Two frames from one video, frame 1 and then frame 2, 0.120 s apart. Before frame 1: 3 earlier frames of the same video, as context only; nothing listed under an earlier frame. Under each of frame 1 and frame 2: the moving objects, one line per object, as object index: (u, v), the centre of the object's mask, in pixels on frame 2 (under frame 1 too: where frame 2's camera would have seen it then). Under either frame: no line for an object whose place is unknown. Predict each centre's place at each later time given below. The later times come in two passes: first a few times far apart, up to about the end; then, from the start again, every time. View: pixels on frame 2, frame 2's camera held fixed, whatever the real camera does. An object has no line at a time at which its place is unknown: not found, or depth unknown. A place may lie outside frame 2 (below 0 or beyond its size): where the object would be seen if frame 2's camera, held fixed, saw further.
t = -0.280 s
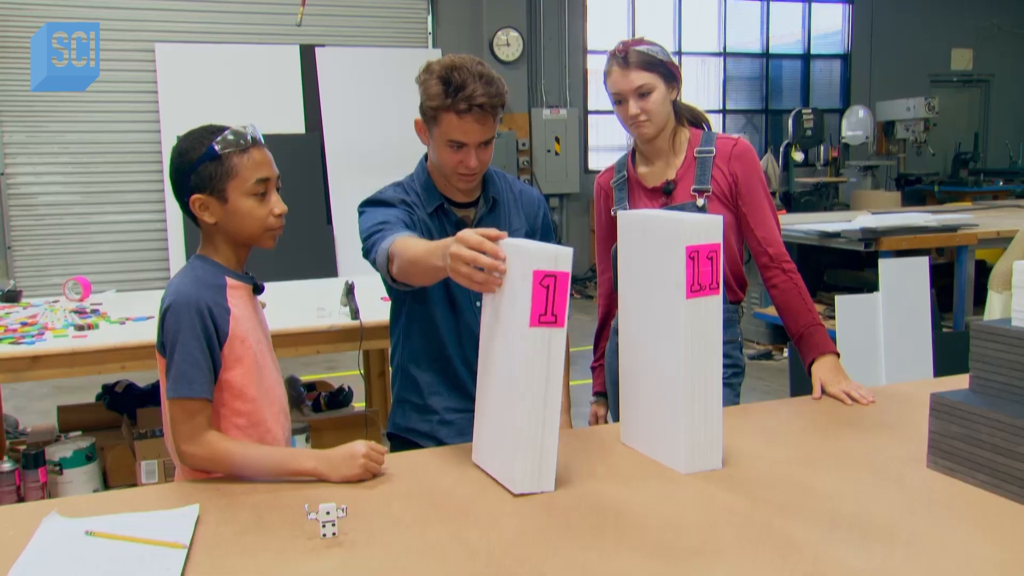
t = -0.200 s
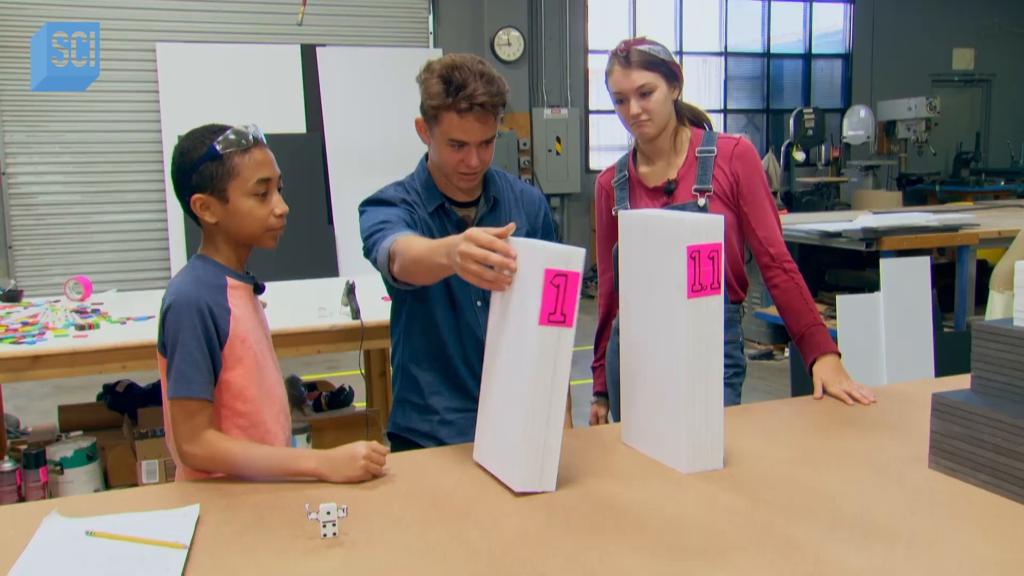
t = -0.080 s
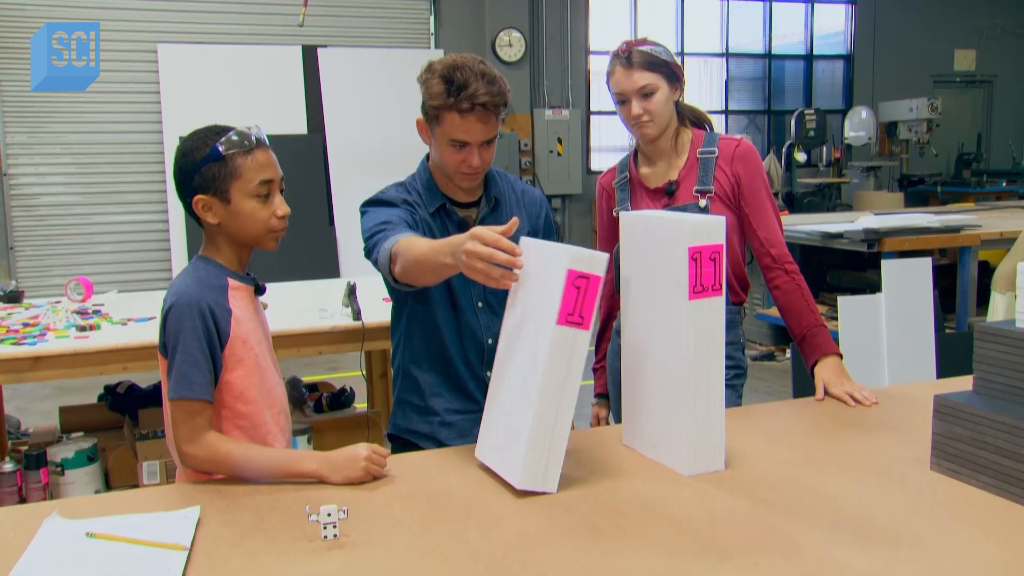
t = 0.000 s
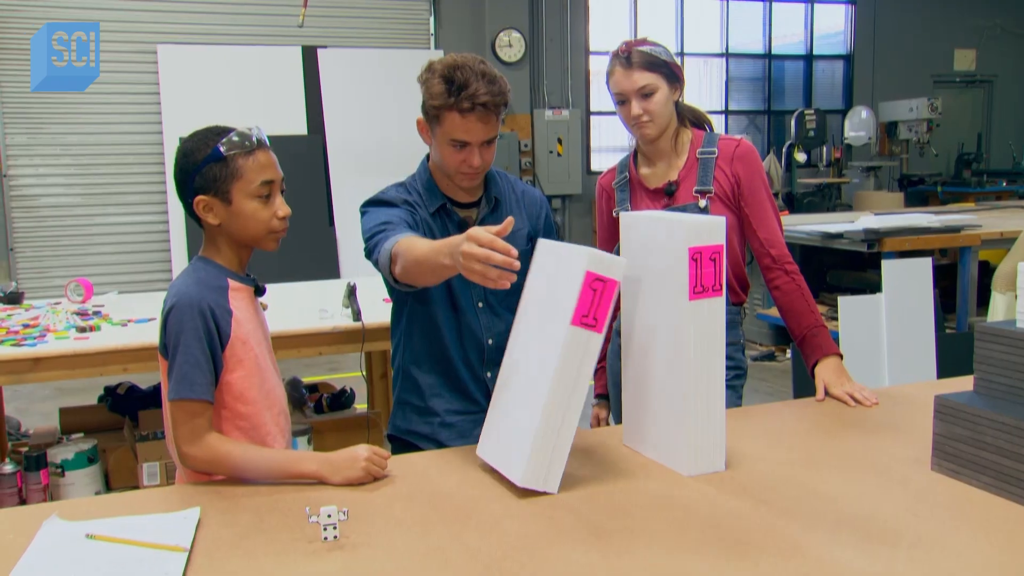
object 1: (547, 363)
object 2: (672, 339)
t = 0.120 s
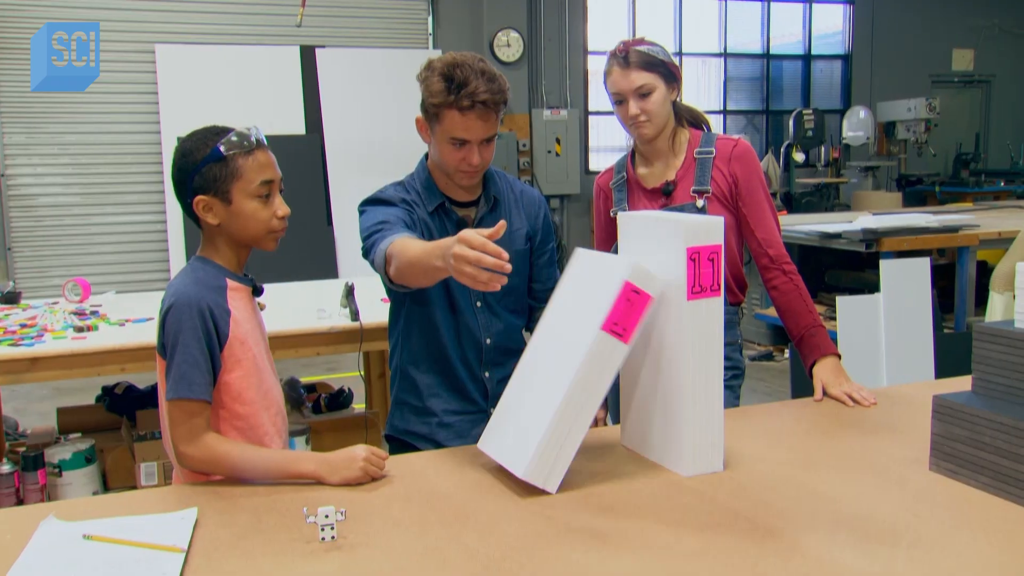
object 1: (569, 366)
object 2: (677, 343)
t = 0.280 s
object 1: (588, 376)
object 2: (694, 338)
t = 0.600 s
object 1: (617, 419)
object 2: (801, 378)
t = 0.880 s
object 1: (621, 425)
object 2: (825, 419)
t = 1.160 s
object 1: (621, 425)
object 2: (825, 419)
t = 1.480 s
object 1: (621, 425)
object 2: (825, 419)
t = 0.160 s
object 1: (576, 369)
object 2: (679, 343)
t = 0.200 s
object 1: (578, 370)
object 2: (684, 342)
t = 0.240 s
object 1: (583, 373)
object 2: (688, 340)
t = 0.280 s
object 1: (588, 376)
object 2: (694, 338)
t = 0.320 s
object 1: (592, 379)
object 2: (701, 335)
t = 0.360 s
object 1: (595, 384)
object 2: (709, 333)
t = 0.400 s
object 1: (598, 388)
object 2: (720, 330)
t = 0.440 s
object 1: (603, 393)
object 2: (734, 329)
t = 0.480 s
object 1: (607, 400)
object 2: (750, 330)
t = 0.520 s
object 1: (611, 406)
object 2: (766, 340)
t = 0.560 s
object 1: (615, 413)
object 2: (784, 354)
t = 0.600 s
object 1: (617, 419)
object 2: (801, 378)
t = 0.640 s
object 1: (619, 422)
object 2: (816, 412)
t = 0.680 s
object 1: (620, 423)
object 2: (818, 421)
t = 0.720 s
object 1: (620, 424)
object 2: (821, 420)
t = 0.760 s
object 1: (621, 425)
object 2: (824, 419)
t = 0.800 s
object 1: (621, 425)
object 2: (825, 419)
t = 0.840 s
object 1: (621, 425)
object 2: (825, 419)
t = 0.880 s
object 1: (621, 425)
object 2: (825, 419)
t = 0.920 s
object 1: (621, 425)
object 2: (825, 419)
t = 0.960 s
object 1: (621, 425)
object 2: (825, 419)
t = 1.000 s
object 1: (621, 425)
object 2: (825, 419)
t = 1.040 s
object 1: (621, 425)
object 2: (825, 419)
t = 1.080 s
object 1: (621, 425)
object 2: (825, 419)
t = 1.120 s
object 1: (621, 425)
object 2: (825, 419)
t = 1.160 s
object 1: (621, 425)
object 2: (825, 419)
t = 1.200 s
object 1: (620, 425)
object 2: (825, 419)
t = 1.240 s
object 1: (620, 425)
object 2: (825, 419)
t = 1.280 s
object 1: (621, 425)
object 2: (825, 419)
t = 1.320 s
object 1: (621, 425)
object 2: (825, 419)
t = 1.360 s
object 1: (621, 425)
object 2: (825, 419)
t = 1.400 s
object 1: (621, 425)
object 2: (825, 419)
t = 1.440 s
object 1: (621, 425)
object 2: (825, 419)
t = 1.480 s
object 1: (621, 425)
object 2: (825, 419)
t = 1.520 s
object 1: (621, 425)
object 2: (825, 419)
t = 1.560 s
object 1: (621, 425)
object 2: (825, 419)
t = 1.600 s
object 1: (621, 425)
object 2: (825, 419)
